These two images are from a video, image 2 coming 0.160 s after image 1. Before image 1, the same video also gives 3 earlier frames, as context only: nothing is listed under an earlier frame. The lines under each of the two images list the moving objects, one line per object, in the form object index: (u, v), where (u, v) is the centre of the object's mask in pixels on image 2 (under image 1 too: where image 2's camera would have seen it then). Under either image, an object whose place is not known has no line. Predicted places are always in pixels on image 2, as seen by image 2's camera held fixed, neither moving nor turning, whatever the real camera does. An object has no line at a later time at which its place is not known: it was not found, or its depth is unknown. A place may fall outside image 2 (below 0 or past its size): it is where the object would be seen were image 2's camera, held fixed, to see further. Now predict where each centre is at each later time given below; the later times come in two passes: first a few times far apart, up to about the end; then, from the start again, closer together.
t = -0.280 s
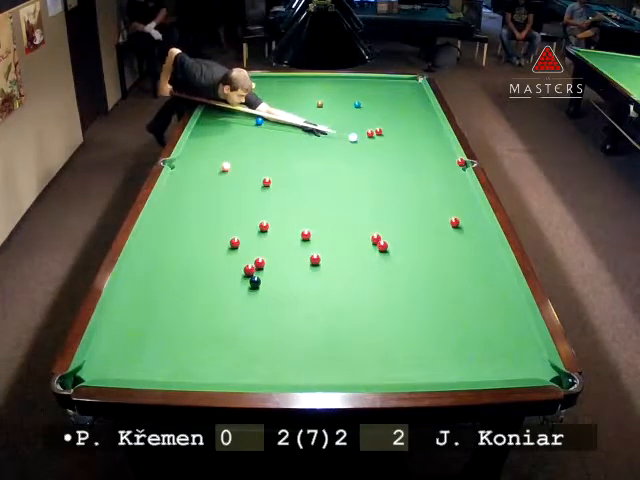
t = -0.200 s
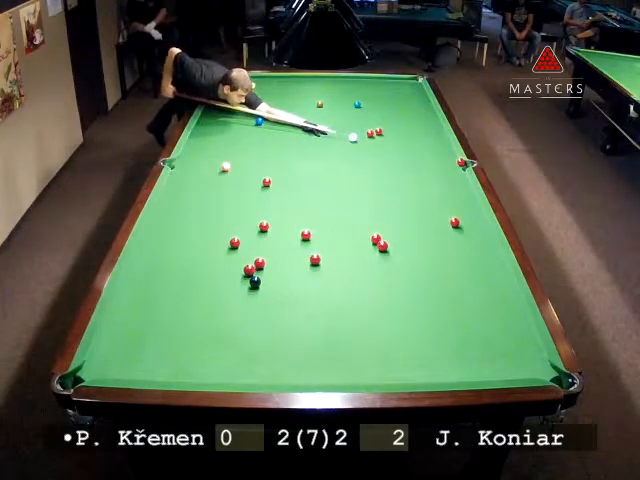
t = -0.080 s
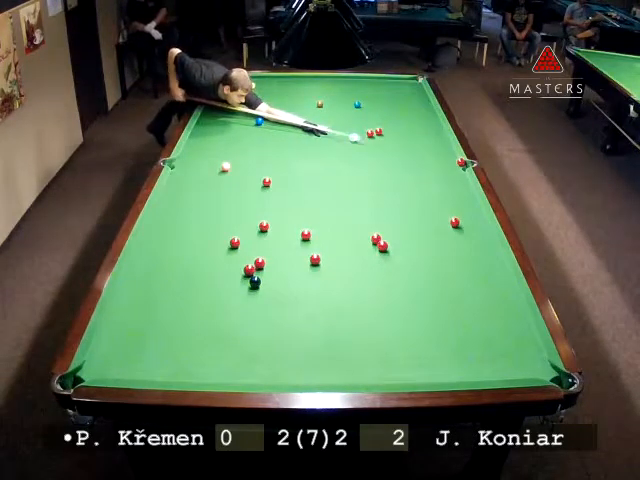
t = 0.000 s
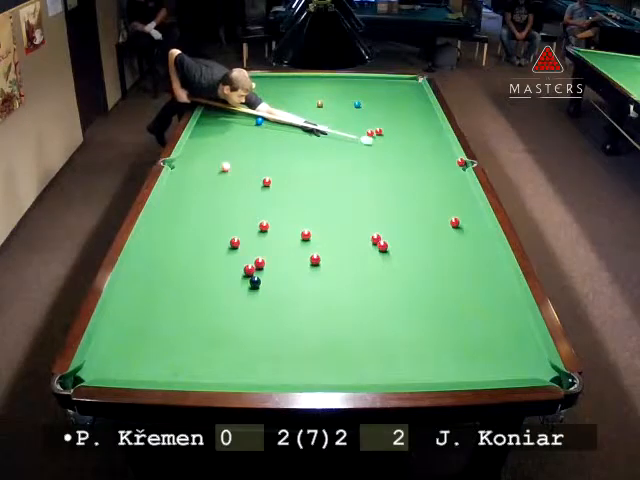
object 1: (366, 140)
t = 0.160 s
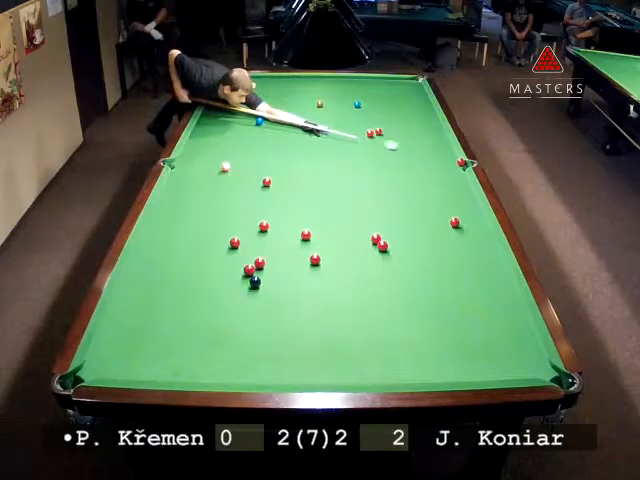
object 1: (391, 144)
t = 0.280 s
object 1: (409, 149)
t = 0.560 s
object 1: (451, 158)
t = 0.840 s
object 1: (449, 157)
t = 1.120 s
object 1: (443, 158)
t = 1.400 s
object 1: (438, 158)
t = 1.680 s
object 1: (435, 158)
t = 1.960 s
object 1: (433, 158)
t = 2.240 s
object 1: (433, 158)
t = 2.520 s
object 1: (433, 158)
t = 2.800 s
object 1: (433, 158)
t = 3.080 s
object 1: (433, 158)
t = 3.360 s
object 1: (433, 158)
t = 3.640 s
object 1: (433, 158)
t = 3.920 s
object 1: (433, 158)
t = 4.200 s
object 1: (433, 158)
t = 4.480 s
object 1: (433, 158)
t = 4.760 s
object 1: (433, 158)
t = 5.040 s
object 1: (433, 158)
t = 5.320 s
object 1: (433, 158)
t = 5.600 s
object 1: (433, 157)
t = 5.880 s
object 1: (433, 158)
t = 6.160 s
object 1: (433, 158)
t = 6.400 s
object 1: (433, 158)
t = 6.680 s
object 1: (433, 158)
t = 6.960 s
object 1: (433, 158)
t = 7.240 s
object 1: (433, 158)
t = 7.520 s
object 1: (433, 158)
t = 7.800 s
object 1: (433, 158)
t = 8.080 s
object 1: (433, 158)
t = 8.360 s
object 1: (433, 158)
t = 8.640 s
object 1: (433, 158)
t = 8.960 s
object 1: (433, 157)
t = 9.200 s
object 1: (433, 157)
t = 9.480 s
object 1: (433, 157)
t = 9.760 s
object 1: (433, 157)
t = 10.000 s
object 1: (433, 157)
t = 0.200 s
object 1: (397, 146)
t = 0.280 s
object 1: (409, 149)
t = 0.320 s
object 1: (415, 150)
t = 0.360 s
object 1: (422, 151)
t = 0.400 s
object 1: (427, 152)
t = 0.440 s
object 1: (434, 154)
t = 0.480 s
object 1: (440, 155)
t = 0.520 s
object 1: (446, 156)
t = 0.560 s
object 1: (451, 158)
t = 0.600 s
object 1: (454, 158)
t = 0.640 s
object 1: (453, 158)
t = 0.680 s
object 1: (452, 158)
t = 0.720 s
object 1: (452, 158)
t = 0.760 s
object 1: (451, 158)
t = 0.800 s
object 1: (450, 158)
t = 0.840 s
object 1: (449, 157)
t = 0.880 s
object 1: (448, 158)
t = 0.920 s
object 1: (447, 158)
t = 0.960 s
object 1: (445, 158)
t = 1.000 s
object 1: (444, 158)
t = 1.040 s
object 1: (444, 158)
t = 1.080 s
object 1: (443, 158)
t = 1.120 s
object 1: (443, 158)
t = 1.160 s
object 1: (441, 158)
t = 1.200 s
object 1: (441, 158)
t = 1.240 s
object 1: (440, 158)
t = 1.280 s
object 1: (440, 158)
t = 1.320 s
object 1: (439, 158)
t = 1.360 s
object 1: (439, 158)
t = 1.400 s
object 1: (438, 158)
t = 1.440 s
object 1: (438, 158)
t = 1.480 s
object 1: (437, 158)
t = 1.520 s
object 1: (437, 158)
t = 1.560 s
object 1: (436, 158)
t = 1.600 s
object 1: (436, 158)
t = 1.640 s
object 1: (435, 158)
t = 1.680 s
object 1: (435, 158)
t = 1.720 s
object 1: (435, 158)
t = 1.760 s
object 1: (434, 158)
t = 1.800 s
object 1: (434, 158)
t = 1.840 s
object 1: (434, 158)
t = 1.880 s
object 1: (434, 158)
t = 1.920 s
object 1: (434, 158)
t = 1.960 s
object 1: (433, 158)
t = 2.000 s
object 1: (433, 158)
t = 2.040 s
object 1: (433, 158)
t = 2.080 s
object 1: (433, 158)
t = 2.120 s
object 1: (433, 158)
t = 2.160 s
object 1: (433, 158)
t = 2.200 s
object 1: (433, 158)
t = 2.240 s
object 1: (433, 158)
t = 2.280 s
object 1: (433, 158)
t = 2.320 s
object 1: (433, 158)
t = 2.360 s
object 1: (433, 158)
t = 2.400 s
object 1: (433, 158)
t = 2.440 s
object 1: (433, 158)
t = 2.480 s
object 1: (433, 158)
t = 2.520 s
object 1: (433, 158)
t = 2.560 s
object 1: (433, 158)
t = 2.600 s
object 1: (433, 158)
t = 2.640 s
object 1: (433, 158)
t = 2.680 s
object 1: (433, 158)
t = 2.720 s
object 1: (433, 158)
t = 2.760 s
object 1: (433, 158)
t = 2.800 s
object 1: (433, 158)
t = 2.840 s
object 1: (433, 158)
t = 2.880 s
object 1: (433, 158)
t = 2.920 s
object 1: (433, 158)
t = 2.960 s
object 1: (433, 158)
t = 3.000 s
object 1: (433, 158)
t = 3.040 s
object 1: (433, 158)
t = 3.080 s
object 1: (433, 158)
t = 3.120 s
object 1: (433, 158)
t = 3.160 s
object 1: (433, 158)
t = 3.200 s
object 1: (433, 158)
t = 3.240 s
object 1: (433, 158)
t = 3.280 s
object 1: (433, 158)
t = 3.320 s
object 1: (433, 158)
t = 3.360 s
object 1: (433, 158)
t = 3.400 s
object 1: (433, 158)
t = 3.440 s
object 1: (433, 158)
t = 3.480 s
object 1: (433, 158)
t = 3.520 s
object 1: (433, 158)
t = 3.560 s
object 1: (433, 158)
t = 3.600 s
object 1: (433, 158)
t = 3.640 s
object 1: (433, 158)
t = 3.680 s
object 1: (433, 158)
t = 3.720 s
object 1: (433, 158)
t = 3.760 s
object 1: (433, 158)
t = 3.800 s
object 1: (433, 158)
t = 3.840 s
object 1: (433, 158)
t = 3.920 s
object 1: (433, 158)
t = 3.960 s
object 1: (433, 158)
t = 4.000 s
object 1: (433, 158)
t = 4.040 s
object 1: (433, 158)
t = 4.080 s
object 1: (433, 158)
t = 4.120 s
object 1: (433, 158)
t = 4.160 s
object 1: (433, 158)
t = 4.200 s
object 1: (433, 158)
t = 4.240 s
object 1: (433, 158)
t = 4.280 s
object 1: (433, 158)
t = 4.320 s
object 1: (433, 158)
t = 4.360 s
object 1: (433, 158)
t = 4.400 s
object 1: (433, 158)
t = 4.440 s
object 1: (433, 158)
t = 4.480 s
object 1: (433, 158)
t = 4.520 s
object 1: (433, 158)
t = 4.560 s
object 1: (433, 158)
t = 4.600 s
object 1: (433, 158)
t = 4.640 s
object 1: (433, 158)
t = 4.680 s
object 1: (433, 158)
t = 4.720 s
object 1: (433, 158)
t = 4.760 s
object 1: (433, 158)
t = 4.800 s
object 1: (433, 158)
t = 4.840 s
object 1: (433, 158)
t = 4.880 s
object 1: (433, 158)
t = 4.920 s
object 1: (433, 158)
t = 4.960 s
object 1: (433, 158)
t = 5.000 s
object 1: (433, 158)
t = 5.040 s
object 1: (433, 158)
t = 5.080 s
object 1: (433, 158)
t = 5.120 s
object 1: (433, 157)
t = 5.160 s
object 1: (433, 158)
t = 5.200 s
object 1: (433, 158)
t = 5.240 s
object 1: (433, 158)
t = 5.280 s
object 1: (433, 158)
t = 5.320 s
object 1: (433, 158)
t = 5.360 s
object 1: (433, 158)
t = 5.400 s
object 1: (433, 158)
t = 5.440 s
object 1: (433, 158)
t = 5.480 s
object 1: (433, 158)
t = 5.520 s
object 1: (433, 157)
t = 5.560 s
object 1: (433, 157)
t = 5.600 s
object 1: (433, 157)
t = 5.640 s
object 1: (433, 157)
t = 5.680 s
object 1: (433, 157)
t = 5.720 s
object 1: (433, 157)
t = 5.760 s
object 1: (433, 158)
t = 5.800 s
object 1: (433, 158)
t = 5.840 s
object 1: (433, 158)
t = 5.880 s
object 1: (433, 158)
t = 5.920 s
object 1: (433, 158)
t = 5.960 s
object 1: (433, 158)
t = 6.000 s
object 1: (433, 158)
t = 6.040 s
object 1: (433, 158)
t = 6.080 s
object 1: (433, 158)
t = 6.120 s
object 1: (433, 158)
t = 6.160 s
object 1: (433, 158)
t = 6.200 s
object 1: (433, 158)
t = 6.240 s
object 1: (433, 158)
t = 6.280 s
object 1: (433, 158)
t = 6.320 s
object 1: (433, 158)
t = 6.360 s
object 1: (433, 158)
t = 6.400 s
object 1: (433, 158)
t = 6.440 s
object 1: (433, 158)
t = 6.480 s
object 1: (433, 158)
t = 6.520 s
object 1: (433, 158)
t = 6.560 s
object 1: (433, 158)
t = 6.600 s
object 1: (433, 158)
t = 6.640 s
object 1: (433, 158)
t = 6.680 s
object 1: (433, 158)
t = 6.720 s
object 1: (433, 158)
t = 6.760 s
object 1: (433, 158)
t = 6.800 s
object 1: (433, 158)
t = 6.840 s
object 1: (433, 158)
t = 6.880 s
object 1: (433, 158)
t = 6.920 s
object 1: (433, 158)
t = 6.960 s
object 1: (433, 158)
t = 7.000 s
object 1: (433, 158)
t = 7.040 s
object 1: (433, 158)
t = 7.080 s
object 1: (433, 158)
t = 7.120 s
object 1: (433, 158)
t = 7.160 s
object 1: (433, 158)
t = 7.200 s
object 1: (433, 158)
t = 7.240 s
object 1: (433, 158)
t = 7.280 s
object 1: (433, 158)
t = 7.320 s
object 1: (433, 158)
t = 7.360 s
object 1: (433, 158)
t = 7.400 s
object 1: (433, 158)
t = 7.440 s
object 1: (433, 158)
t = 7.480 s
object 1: (433, 158)
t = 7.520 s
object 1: (433, 158)
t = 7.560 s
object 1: (433, 158)
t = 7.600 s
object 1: (433, 158)
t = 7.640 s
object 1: (433, 157)
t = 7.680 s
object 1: (433, 158)
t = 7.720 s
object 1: (433, 158)
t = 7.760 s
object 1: (433, 158)
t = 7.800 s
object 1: (433, 158)
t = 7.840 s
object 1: (433, 158)
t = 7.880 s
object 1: (433, 158)
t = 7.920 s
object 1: (433, 158)
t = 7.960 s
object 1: (433, 158)
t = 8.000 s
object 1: (433, 158)
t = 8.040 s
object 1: (433, 158)
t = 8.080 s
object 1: (433, 158)
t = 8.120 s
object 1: (433, 158)
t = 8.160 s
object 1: (433, 158)
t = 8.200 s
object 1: (433, 158)
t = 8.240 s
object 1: (433, 158)
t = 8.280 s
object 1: (433, 158)
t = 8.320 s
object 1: (433, 158)
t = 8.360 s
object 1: (433, 158)
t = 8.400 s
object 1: (433, 158)
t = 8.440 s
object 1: (433, 158)
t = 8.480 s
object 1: (433, 158)
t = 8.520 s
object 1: (433, 158)
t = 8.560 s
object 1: (433, 158)
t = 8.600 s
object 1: (433, 158)
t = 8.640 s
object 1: (433, 158)
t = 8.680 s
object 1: (433, 158)
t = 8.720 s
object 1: (433, 158)
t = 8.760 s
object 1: (433, 158)
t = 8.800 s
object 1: (433, 158)
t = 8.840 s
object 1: (433, 158)
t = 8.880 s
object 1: (433, 158)
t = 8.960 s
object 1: (433, 157)
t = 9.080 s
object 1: (433, 157)
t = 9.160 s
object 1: (433, 157)
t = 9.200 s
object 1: (433, 157)
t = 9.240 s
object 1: (433, 157)
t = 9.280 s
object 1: (433, 157)
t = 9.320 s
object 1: (433, 157)
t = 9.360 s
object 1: (433, 157)
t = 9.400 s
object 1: (433, 157)
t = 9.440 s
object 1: (433, 157)
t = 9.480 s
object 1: (433, 157)
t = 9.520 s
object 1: (433, 157)
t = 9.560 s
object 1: (433, 157)
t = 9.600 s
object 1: (433, 157)
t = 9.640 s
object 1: (433, 157)
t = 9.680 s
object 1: (433, 157)
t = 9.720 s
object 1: (433, 157)
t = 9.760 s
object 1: (433, 157)
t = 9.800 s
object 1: (433, 157)
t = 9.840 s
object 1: (433, 157)
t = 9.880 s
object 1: (433, 157)
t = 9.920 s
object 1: (433, 157)
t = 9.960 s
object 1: (433, 157)
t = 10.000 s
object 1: (433, 157)
